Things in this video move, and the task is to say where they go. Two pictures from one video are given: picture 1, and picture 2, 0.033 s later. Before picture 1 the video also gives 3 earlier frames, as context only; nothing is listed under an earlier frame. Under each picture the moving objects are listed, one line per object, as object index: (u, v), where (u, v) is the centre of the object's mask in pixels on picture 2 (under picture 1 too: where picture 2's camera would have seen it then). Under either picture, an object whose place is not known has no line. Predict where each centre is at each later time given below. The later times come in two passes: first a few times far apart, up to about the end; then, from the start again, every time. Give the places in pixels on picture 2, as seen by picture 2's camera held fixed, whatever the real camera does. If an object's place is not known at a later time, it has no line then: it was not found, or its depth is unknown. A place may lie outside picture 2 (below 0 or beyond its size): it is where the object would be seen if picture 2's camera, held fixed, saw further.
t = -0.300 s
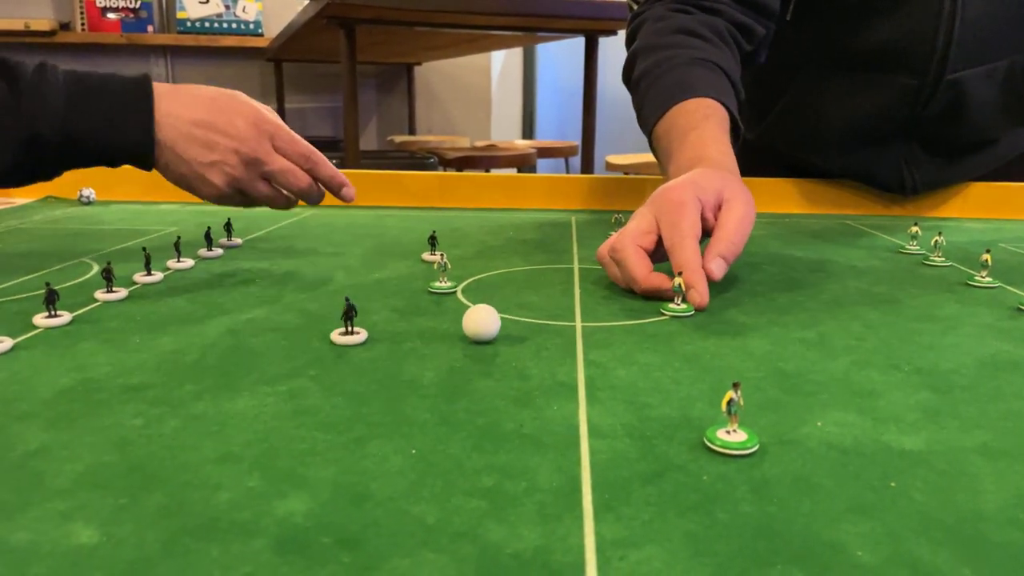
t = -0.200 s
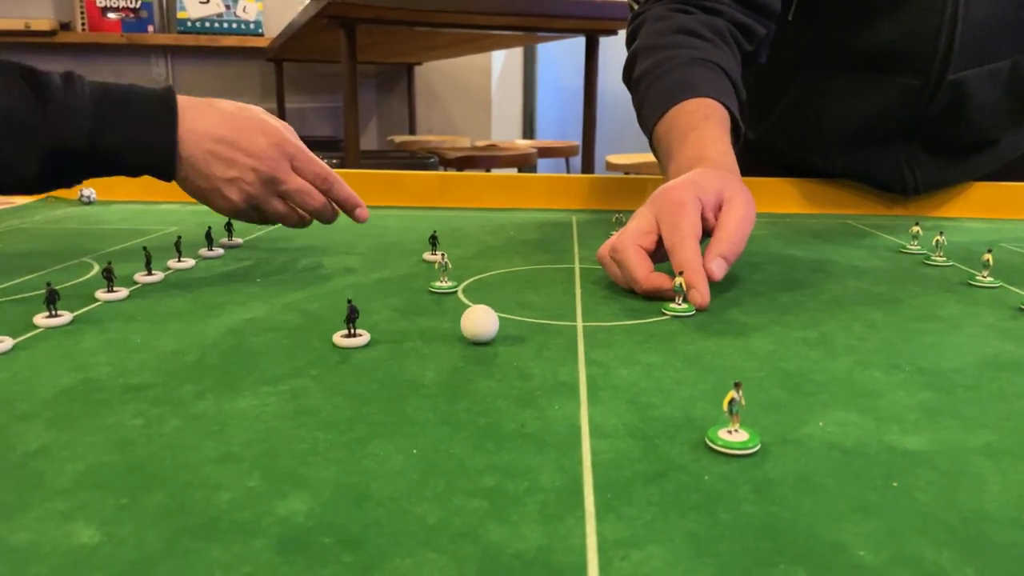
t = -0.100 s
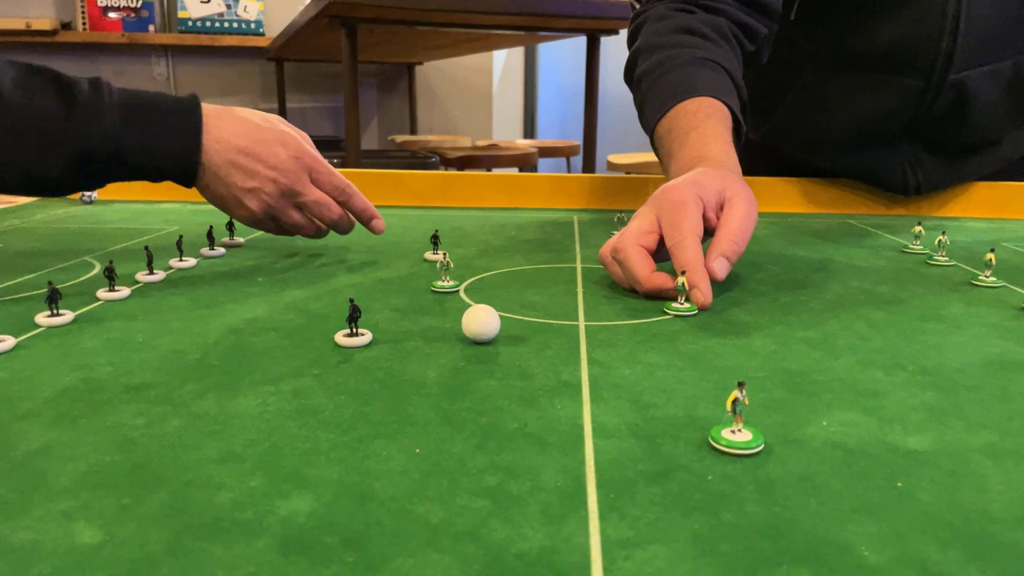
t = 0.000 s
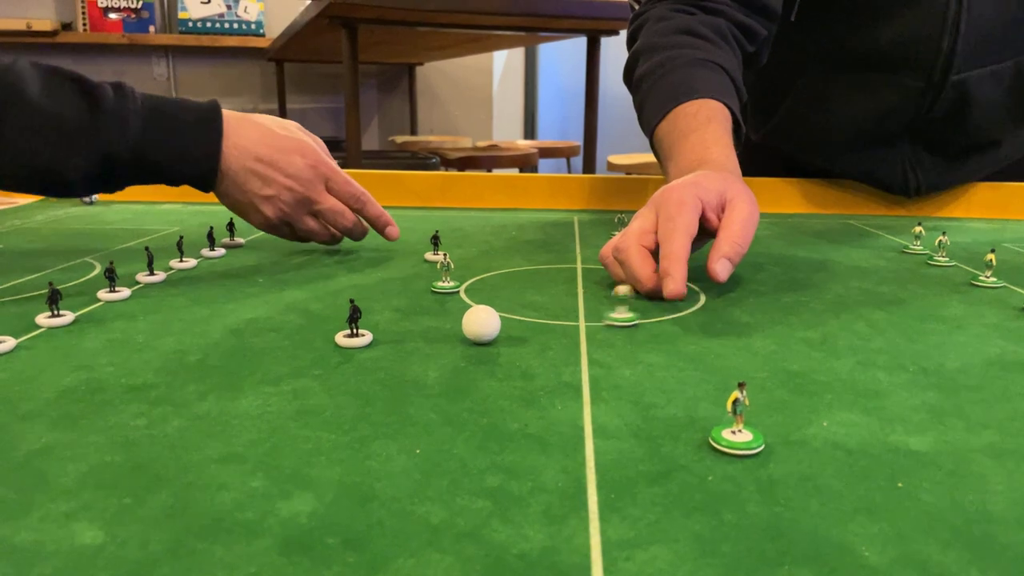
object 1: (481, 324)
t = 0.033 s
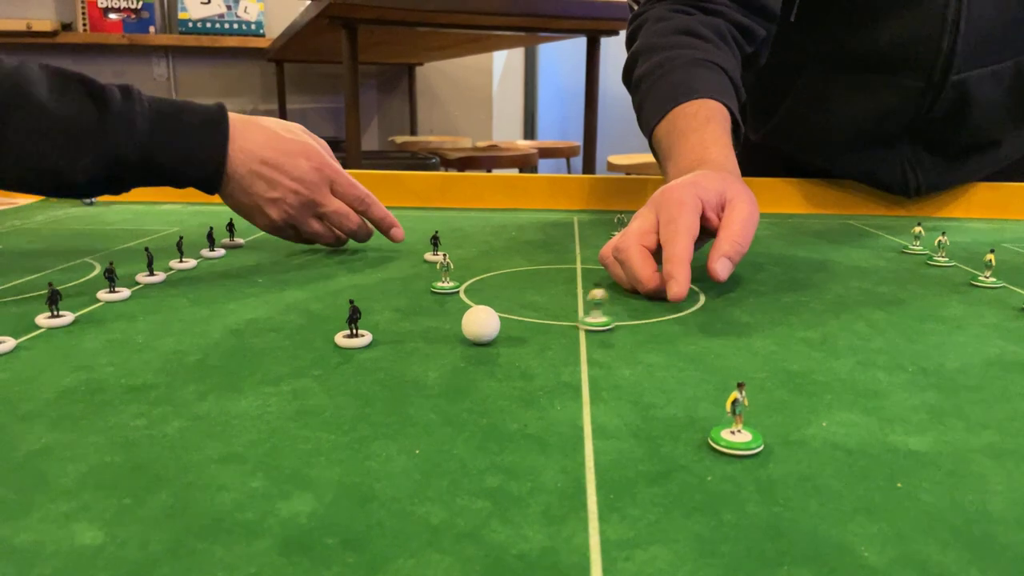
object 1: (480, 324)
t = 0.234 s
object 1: (453, 326)
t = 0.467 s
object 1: (407, 329)
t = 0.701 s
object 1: (381, 331)
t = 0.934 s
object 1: (375, 332)
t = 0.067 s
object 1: (480, 325)
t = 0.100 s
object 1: (480, 325)
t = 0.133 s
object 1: (480, 324)
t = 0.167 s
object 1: (476, 322)
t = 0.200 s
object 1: (463, 325)
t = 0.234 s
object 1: (453, 326)
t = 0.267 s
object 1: (445, 327)
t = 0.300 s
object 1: (438, 327)
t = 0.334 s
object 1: (431, 328)
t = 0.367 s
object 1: (425, 328)
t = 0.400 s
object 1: (418, 328)
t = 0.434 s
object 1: (413, 329)
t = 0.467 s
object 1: (407, 329)
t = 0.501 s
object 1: (402, 330)
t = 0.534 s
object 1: (398, 330)
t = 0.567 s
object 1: (393, 330)
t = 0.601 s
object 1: (390, 330)
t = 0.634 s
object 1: (386, 330)
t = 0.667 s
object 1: (383, 330)
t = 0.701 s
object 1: (381, 331)
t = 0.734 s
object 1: (378, 331)
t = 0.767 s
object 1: (377, 331)
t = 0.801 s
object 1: (377, 332)
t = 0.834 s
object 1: (376, 332)
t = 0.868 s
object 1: (376, 332)
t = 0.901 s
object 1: (375, 332)
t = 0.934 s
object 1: (375, 332)
